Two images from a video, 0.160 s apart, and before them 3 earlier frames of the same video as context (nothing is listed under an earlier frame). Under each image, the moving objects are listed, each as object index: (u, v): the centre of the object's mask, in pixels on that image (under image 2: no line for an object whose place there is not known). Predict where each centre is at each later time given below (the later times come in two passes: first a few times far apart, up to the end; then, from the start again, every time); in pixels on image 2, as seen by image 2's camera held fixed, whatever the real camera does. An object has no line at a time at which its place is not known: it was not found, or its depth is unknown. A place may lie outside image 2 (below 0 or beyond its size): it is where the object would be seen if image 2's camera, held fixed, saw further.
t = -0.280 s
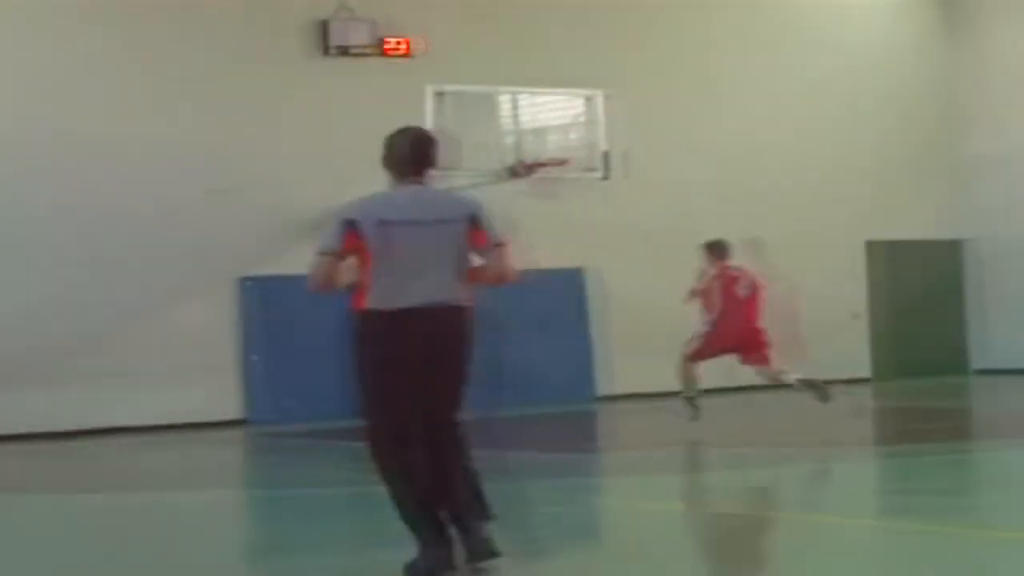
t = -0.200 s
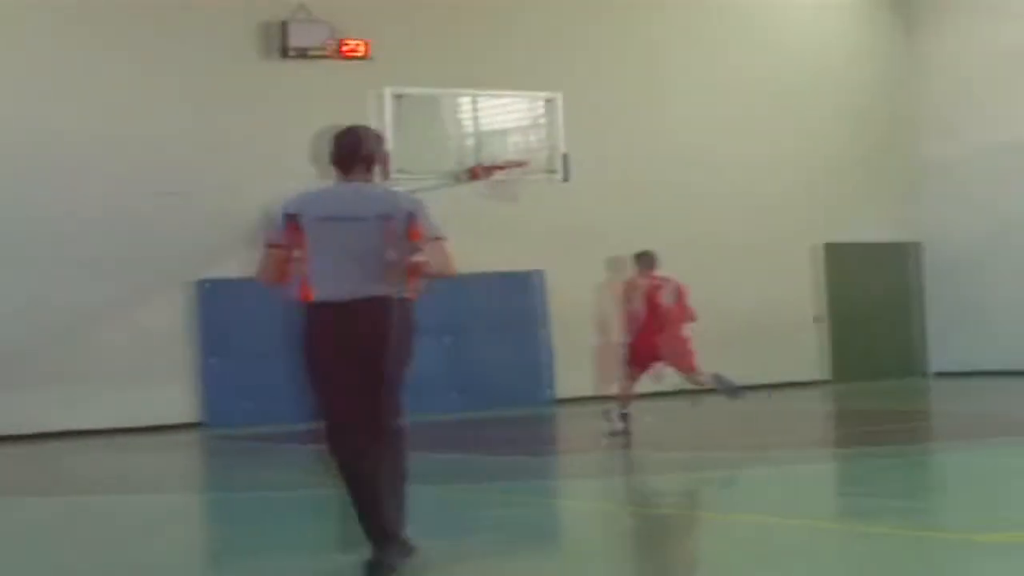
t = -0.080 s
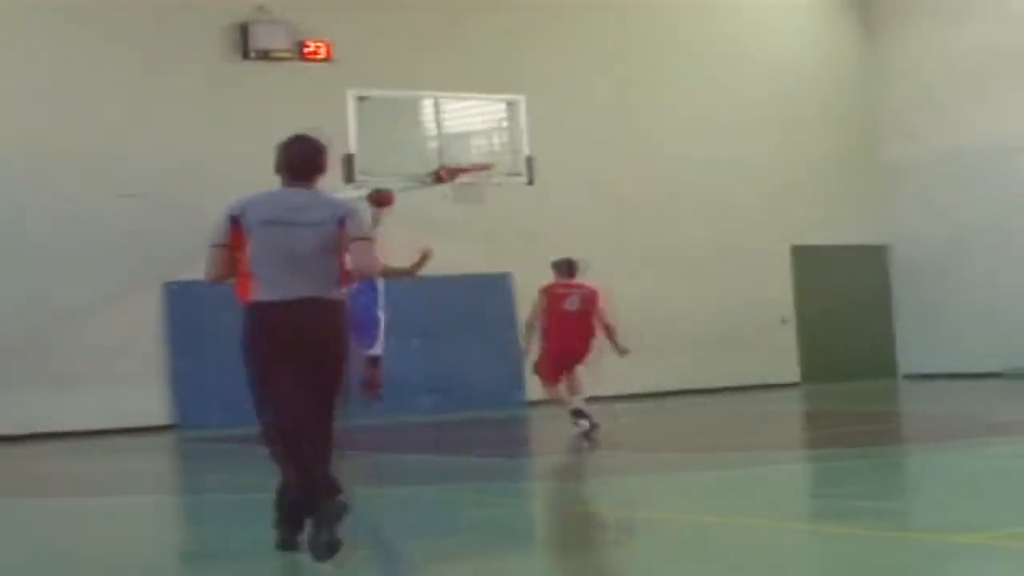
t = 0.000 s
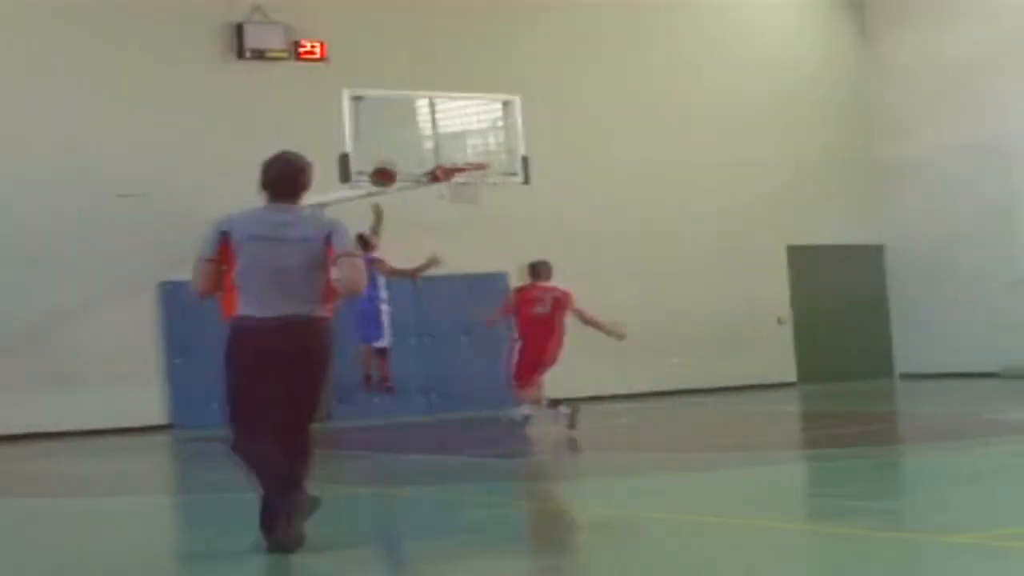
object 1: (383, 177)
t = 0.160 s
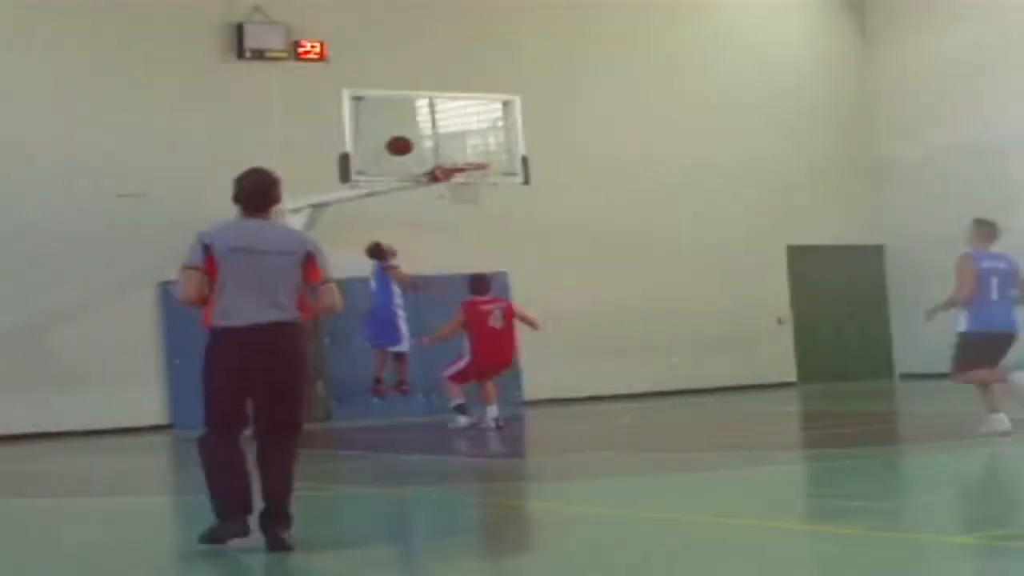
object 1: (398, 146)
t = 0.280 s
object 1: (420, 135)
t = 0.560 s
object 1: (477, 155)
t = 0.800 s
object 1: (528, 193)
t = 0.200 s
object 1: (404, 142)
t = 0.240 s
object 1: (412, 138)
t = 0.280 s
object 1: (420, 135)
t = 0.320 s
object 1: (427, 134)
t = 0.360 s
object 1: (436, 134)
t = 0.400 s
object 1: (443, 135)
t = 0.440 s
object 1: (450, 138)
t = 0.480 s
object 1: (460, 142)
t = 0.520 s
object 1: (469, 149)
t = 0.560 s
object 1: (477, 155)
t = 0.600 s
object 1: (485, 158)
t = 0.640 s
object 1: (492, 161)
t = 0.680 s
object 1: (503, 169)
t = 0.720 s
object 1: (512, 177)
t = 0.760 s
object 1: (520, 185)
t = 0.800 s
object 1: (528, 193)
